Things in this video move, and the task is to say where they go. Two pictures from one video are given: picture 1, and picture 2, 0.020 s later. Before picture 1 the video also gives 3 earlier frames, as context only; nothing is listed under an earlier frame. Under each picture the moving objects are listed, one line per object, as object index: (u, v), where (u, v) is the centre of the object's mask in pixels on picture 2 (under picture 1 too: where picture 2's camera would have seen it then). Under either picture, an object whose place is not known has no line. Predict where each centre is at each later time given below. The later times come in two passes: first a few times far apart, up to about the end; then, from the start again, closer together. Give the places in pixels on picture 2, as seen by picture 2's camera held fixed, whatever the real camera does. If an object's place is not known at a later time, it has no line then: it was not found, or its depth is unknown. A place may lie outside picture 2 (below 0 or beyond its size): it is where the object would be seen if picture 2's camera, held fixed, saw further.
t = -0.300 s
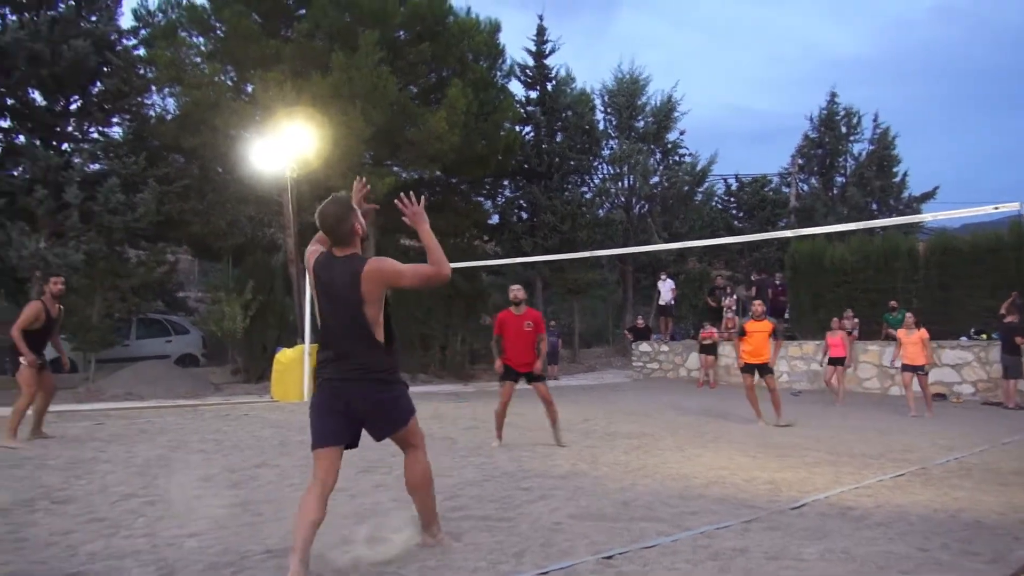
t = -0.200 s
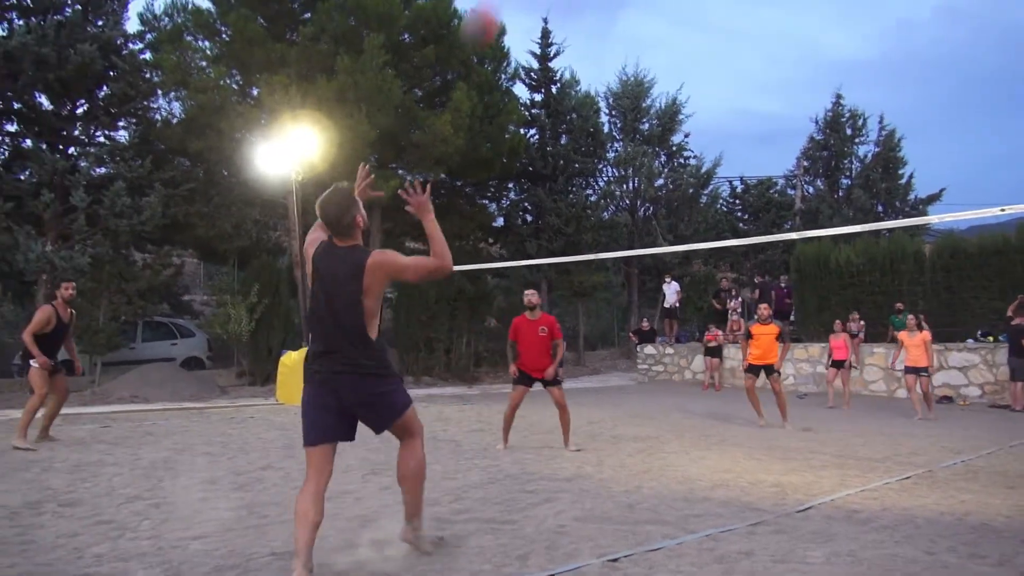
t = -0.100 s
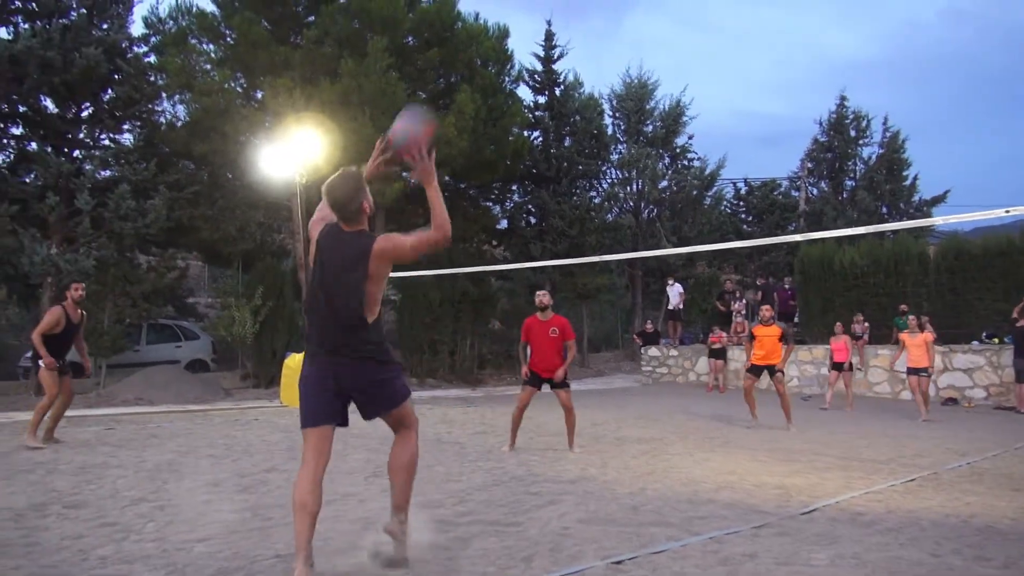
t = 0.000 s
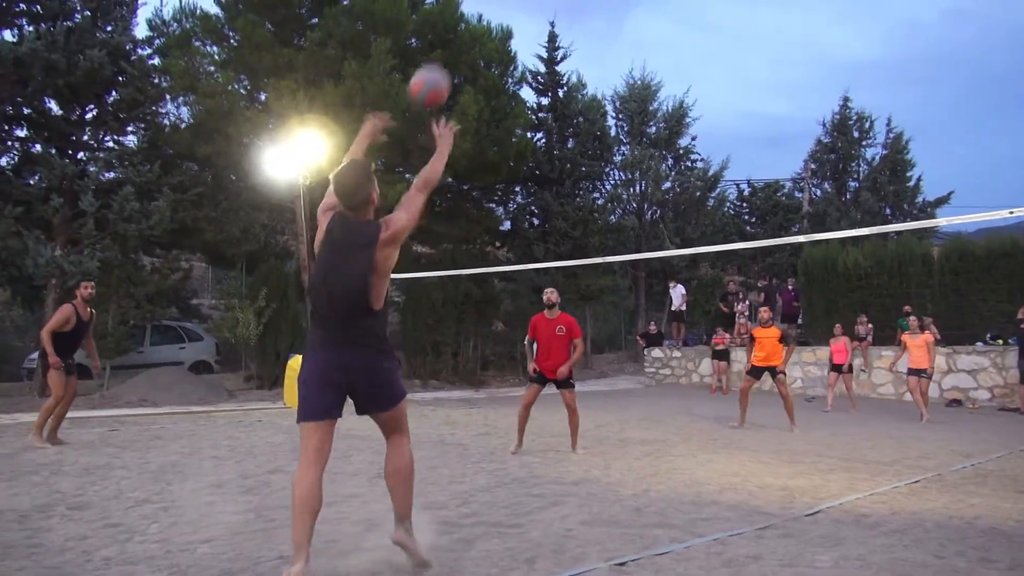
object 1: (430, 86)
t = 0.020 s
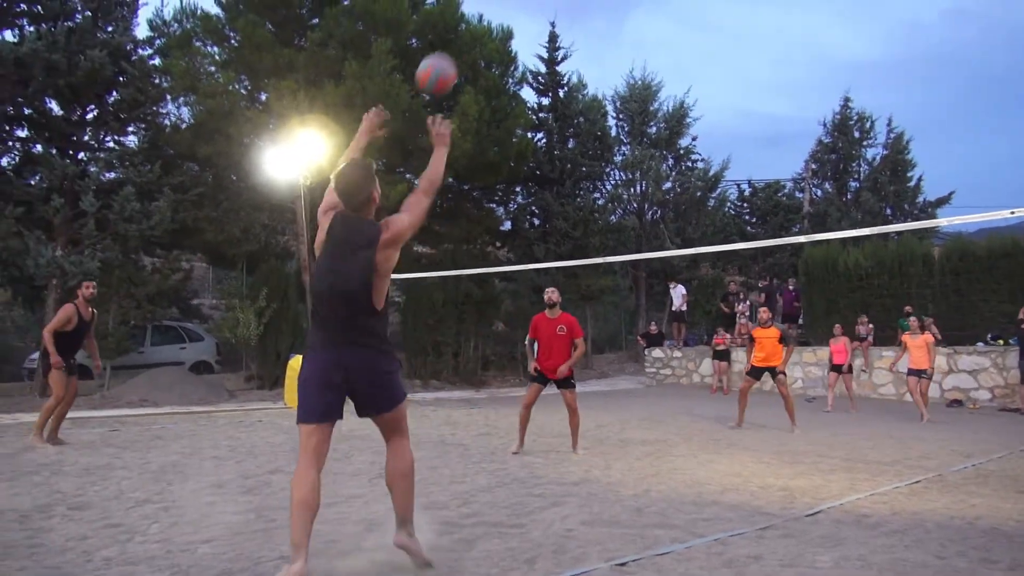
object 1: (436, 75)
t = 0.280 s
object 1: (499, 7)
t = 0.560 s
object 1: (540, 42)
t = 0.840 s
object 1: (568, 141)
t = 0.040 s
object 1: (442, 64)
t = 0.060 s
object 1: (448, 53)
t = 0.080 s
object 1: (454, 44)
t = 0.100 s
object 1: (459, 35)
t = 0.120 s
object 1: (464, 30)
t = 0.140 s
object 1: (468, 23)
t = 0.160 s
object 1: (473, 18)
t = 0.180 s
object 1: (478, 14)
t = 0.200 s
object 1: (483, 12)
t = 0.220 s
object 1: (487, 10)
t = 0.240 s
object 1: (491, 9)
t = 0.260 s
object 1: (495, 8)
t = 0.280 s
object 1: (499, 7)
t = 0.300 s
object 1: (503, 7)
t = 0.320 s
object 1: (506, 7)
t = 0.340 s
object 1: (509, 7)
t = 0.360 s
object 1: (513, 8)
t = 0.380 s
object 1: (516, 9)
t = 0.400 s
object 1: (519, 10)
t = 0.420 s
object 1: (522, 12)
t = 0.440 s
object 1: (525, 16)
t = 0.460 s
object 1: (527, 19)
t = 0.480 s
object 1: (530, 23)
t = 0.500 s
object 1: (533, 27)
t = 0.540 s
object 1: (538, 36)
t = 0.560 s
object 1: (540, 42)
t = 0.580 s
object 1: (543, 48)
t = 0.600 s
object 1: (545, 53)
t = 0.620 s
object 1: (546, 59)
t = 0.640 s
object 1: (549, 65)
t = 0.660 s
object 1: (551, 71)
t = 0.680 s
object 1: (553, 78)
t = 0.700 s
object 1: (555, 84)
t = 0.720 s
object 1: (557, 92)
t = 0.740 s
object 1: (559, 100)
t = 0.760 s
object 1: (561, 108)
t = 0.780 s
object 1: (563, 115)
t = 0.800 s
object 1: (565, 123)
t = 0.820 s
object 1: (566, 131)
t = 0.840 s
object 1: (568, 141)
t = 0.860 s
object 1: (570, 150)
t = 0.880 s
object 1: (572, 159)
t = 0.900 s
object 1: (574, 168)
